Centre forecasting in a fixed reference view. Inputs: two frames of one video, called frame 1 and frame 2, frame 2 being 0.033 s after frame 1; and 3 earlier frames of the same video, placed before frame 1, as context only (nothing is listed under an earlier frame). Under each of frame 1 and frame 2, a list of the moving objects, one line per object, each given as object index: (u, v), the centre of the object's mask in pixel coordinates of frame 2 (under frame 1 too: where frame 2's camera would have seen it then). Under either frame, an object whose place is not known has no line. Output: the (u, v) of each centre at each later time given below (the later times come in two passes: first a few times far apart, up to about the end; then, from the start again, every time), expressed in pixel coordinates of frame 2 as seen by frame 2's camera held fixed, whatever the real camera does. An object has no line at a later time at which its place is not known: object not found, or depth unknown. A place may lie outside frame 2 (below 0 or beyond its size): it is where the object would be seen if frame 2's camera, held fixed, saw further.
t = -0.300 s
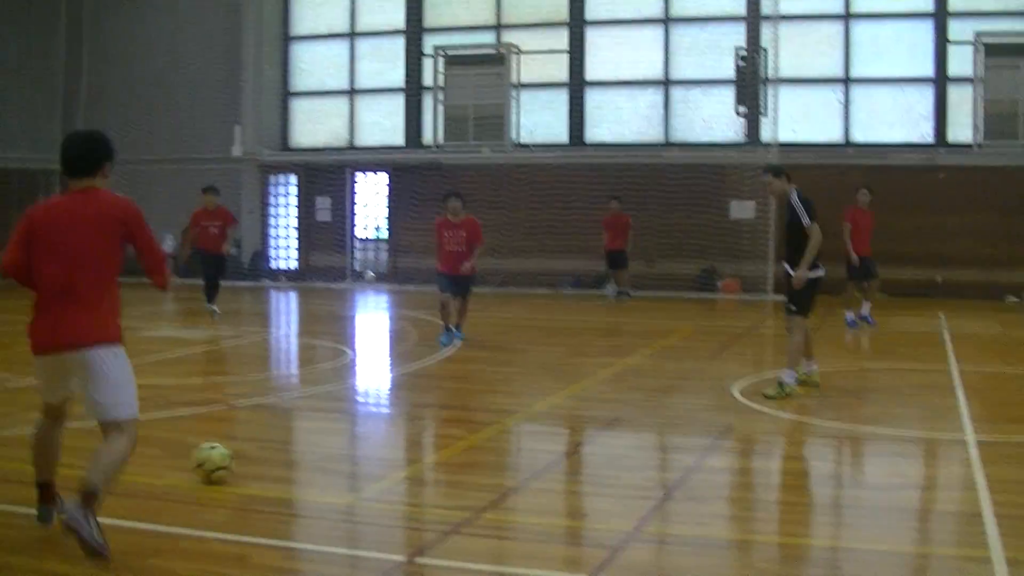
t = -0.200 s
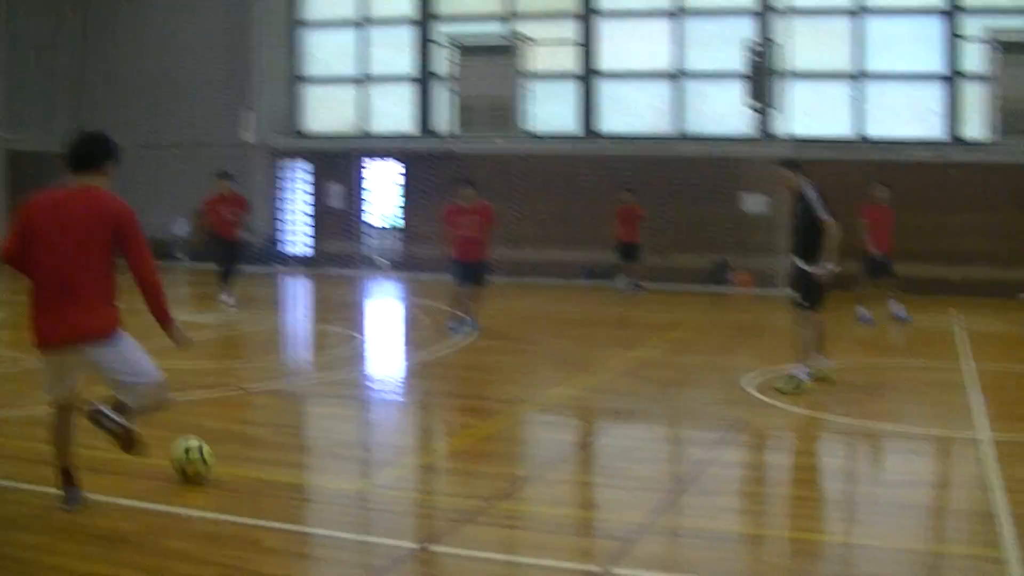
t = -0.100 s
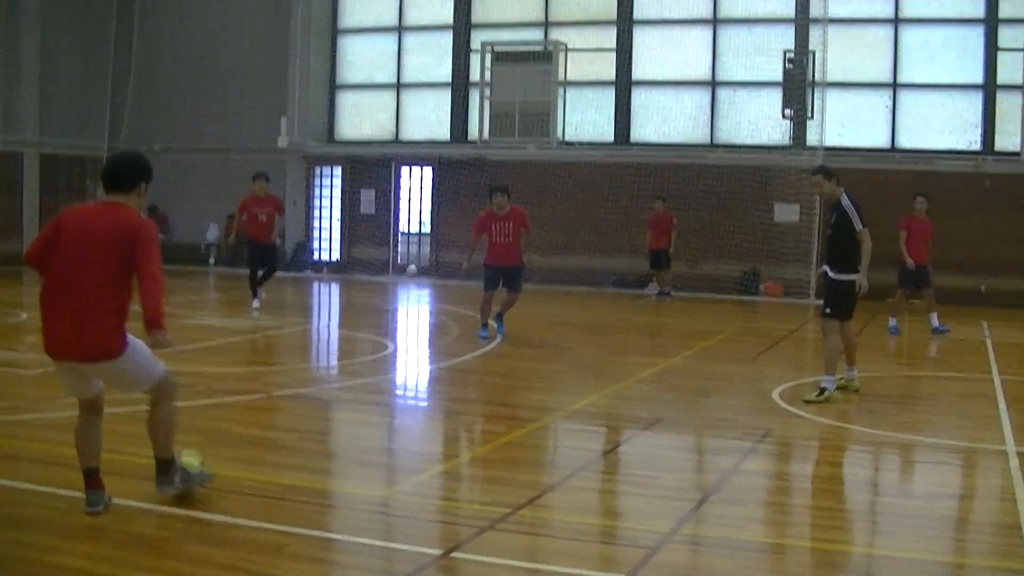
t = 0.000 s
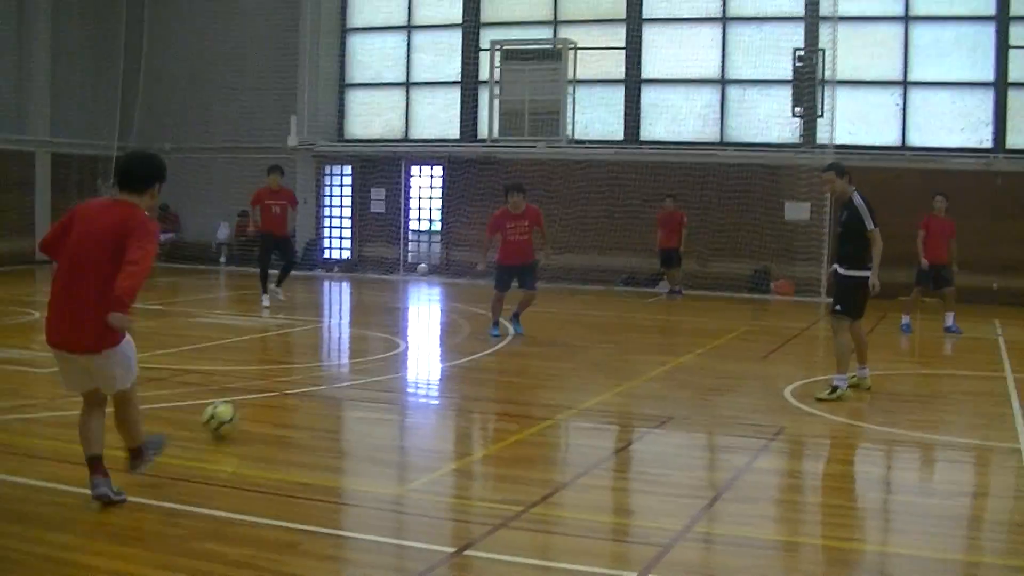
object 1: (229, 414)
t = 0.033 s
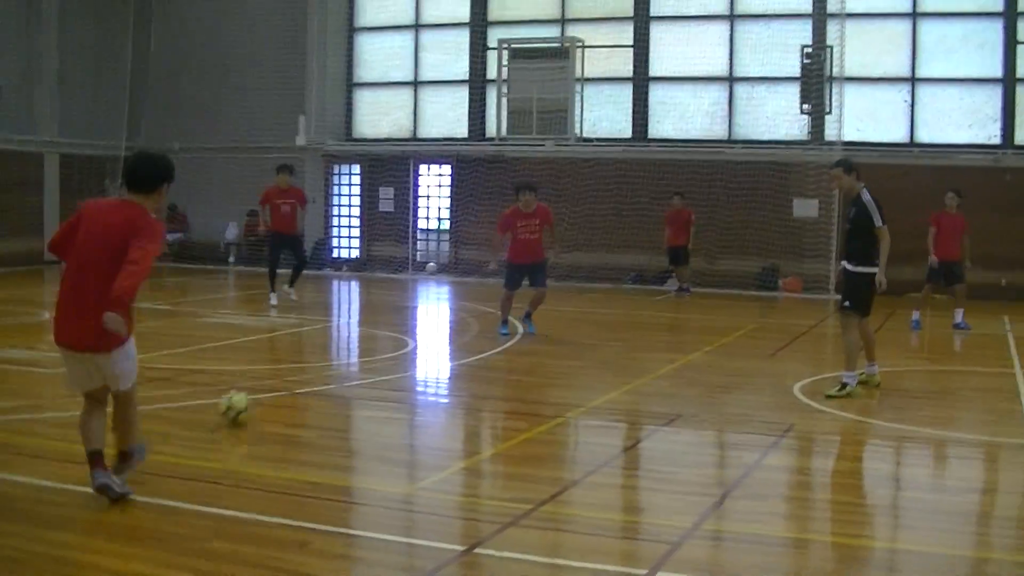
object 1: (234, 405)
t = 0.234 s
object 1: (257, 356)
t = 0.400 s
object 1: (268, 330)
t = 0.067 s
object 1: (239, 395)
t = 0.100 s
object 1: (243, 387)
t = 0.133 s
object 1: (247, 377)
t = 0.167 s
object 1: (250, 370)
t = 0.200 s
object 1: (254, 363)
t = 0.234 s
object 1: (257, 356)
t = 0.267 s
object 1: (260, 351)
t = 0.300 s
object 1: (262, 344)
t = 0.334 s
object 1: (265, 339)
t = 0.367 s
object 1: (267, 335)
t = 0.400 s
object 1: (268, 330)
